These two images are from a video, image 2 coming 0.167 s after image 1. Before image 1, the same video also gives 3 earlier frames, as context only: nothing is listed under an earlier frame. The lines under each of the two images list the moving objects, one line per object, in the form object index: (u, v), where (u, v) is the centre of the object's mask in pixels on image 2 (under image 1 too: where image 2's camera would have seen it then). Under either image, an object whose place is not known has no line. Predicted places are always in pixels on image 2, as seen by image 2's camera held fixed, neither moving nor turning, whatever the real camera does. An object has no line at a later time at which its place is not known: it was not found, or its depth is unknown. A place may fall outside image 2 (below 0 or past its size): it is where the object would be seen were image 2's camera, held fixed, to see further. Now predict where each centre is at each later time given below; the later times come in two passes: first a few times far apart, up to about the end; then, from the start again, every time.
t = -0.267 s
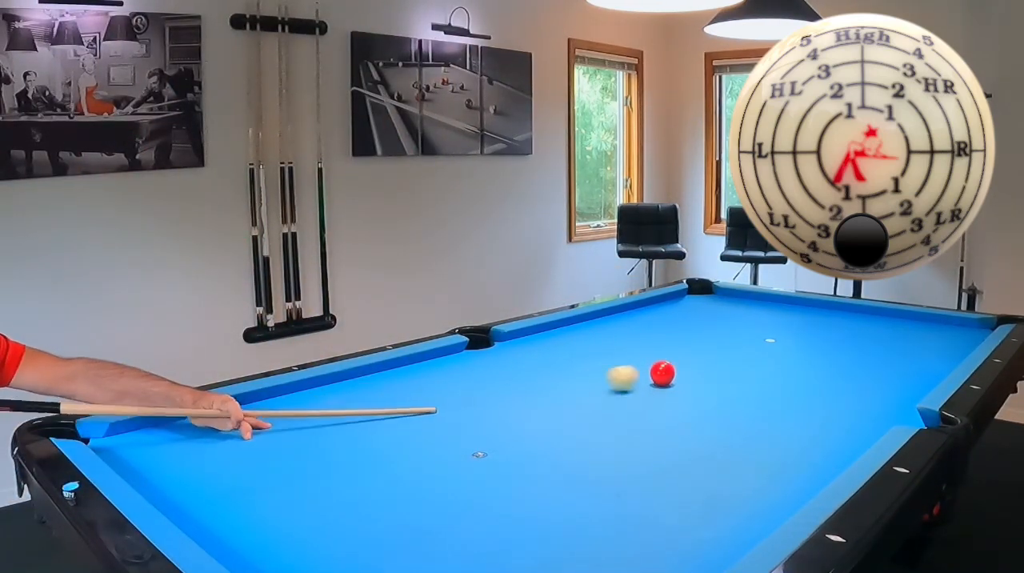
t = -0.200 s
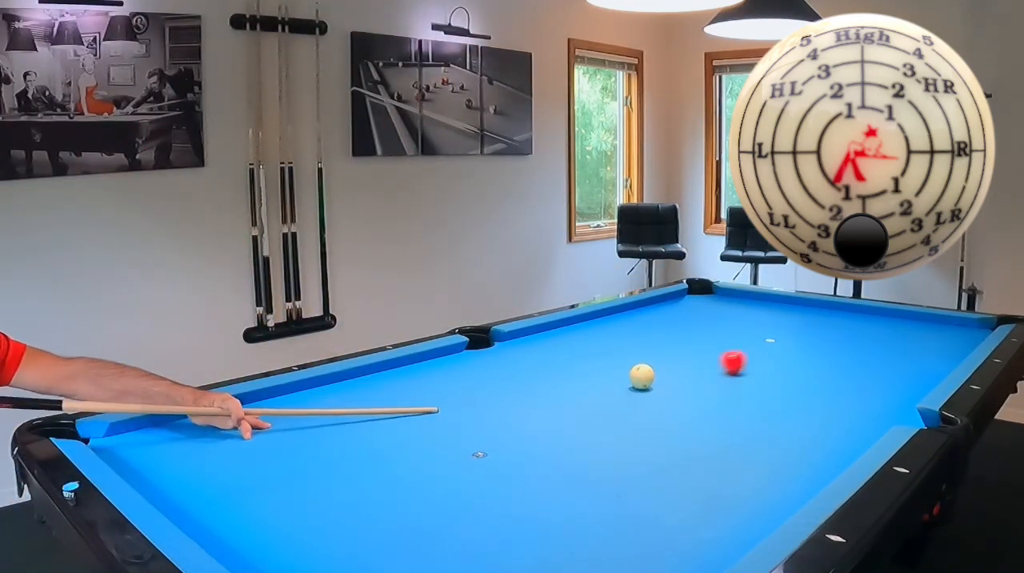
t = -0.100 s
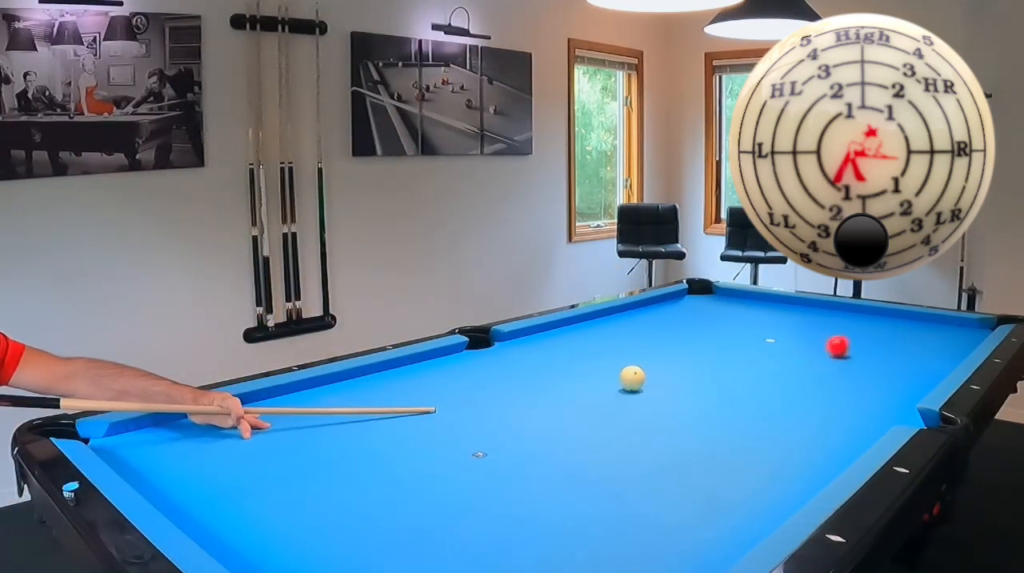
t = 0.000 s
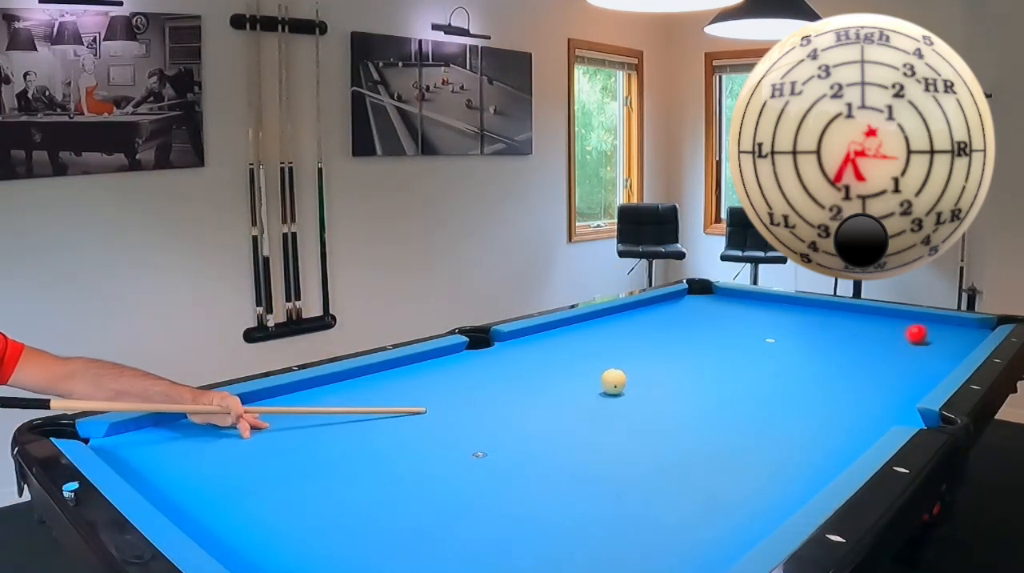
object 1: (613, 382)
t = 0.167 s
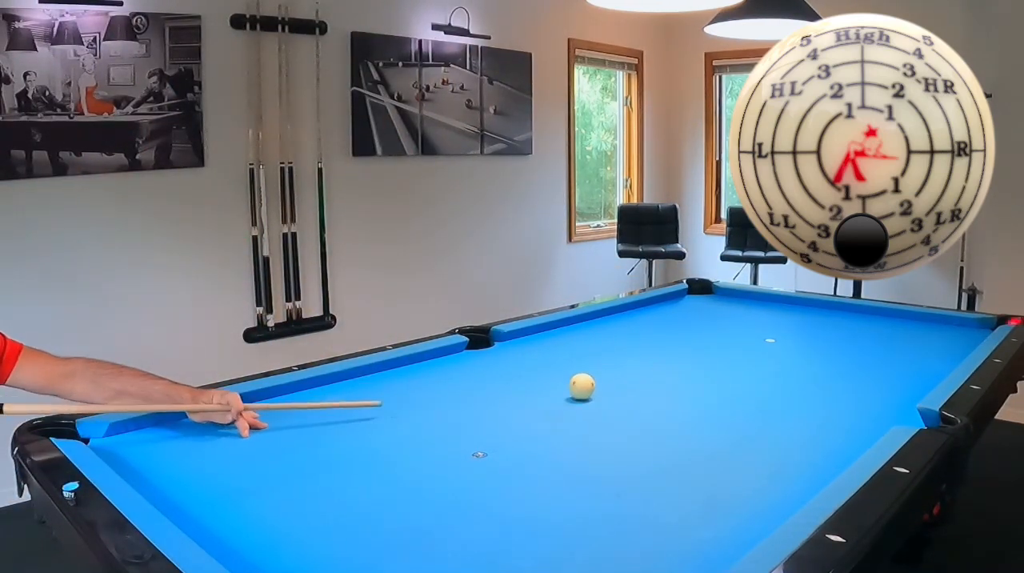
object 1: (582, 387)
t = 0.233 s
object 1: (569, 389)
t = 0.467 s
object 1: (524, 396)
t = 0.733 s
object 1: (472, 404)
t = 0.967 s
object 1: (427, 410)
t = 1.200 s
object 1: (382, 416)
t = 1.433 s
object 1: (342, 422)
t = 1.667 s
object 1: (299, 427)
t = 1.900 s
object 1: (259, 432)
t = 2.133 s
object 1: (219, 437)
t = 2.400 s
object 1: (177, 441)
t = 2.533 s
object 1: (158, 443)
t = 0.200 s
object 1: (575, 388)
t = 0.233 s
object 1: (569, 389)
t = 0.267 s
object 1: (562, 390)
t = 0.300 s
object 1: (556, 391)
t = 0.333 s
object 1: (549, 392)
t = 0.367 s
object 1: (543, 393)
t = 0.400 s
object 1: (536, 394)
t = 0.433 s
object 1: (530, 395)
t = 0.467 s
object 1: (524, 396)
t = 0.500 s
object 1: (517, 397)
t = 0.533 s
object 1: (511, 398)
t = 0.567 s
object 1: (504, 399)
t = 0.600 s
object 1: (497, 400)
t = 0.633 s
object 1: (491, 401)
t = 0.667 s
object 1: (485, 402)
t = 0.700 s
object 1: (478, 403)
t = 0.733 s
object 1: (472, 404)
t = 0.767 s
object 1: (465, 405)
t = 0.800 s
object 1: (459, 406)
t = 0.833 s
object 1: (452, 407)
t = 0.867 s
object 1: (446, 408)
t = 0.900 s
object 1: (440, 408)
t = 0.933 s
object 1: (433, 409)
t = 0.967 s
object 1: (427, 410)
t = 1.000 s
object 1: (420, 411)
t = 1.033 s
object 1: (414, 412)
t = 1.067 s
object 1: (408, 413)
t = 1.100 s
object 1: (401, 414)
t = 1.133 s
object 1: (395, 415)
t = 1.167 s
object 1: (388, 415)
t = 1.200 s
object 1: (382, 416)
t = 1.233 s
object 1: (379, 417)
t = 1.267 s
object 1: (373, 417)
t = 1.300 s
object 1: (366, 418)
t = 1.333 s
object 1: (361, 419)
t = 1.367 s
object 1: (354, 420)
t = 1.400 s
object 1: (348, 421)
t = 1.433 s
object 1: (342, 422)
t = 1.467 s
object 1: (336, 422)
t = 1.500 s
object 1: (329, 423)
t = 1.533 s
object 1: (324, 424)
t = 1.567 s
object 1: (318, 425)
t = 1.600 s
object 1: (311, 426)
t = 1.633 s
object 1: (305, 427)
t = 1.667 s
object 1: (299, 427)
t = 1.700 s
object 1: (294, 428)
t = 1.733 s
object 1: (288, 429)
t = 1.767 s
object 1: (282, 429)
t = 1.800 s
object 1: (276, 430)
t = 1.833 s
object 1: (270, 431)
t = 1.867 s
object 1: (264, 431)
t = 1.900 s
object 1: (259, 432)
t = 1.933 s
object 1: (253, 433)
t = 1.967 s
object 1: (247, 433)
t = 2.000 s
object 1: (241, 434)
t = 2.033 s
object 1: (236, 435)
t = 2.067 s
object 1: (230, 435)
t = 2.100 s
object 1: (225, 436)
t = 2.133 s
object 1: (219, 437)
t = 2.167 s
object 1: (214, 437)
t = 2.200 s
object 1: (208, 438)
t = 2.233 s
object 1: (203, 439)
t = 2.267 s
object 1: (198, 439)
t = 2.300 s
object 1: (193, 440)
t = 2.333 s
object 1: (188, 440)
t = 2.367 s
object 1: (182, 441)
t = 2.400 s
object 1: (177, 441)
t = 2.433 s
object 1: (172, 442)
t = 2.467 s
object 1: (167, 442)
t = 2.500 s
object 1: (162, 443)
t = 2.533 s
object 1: (158, 443)
